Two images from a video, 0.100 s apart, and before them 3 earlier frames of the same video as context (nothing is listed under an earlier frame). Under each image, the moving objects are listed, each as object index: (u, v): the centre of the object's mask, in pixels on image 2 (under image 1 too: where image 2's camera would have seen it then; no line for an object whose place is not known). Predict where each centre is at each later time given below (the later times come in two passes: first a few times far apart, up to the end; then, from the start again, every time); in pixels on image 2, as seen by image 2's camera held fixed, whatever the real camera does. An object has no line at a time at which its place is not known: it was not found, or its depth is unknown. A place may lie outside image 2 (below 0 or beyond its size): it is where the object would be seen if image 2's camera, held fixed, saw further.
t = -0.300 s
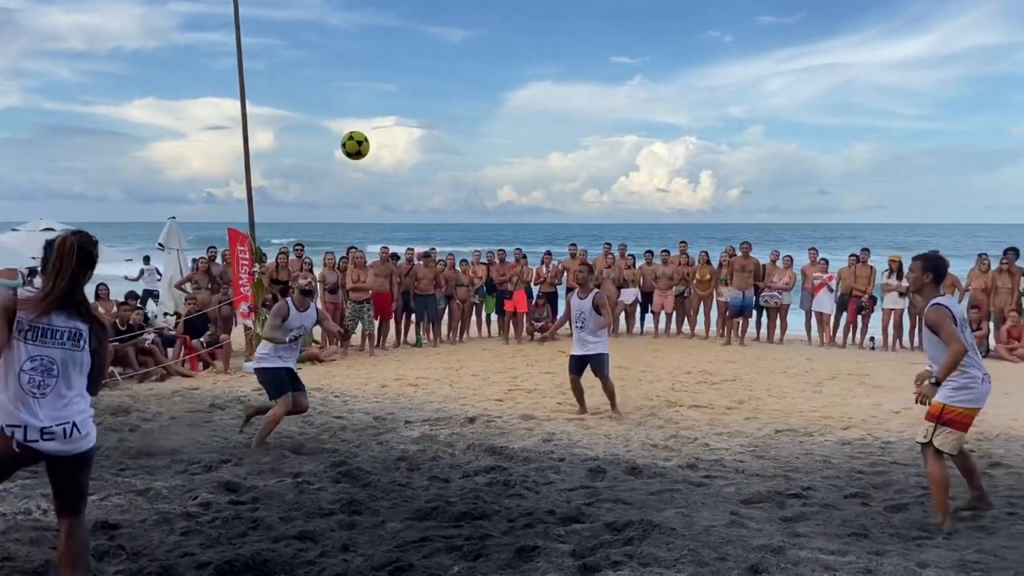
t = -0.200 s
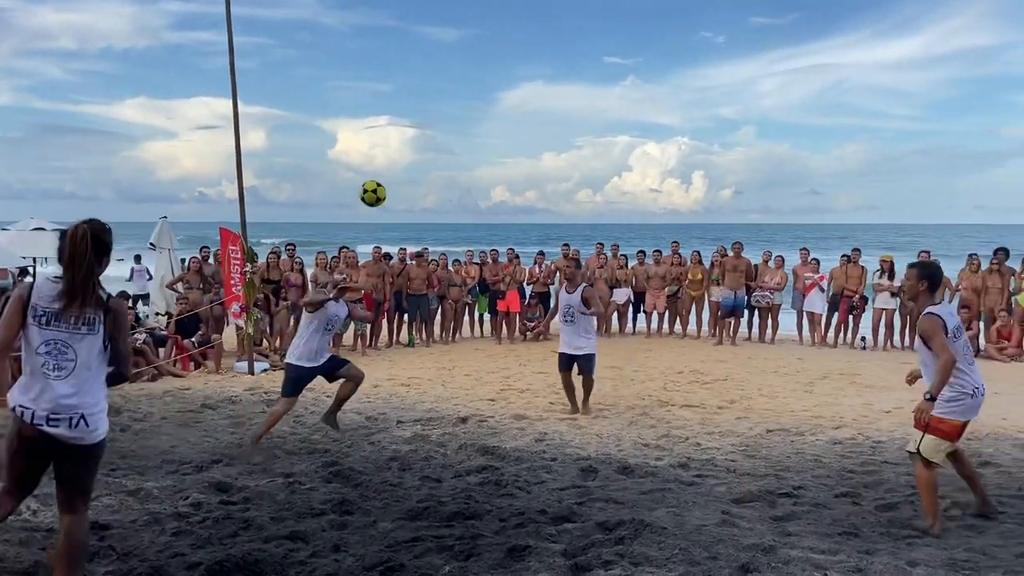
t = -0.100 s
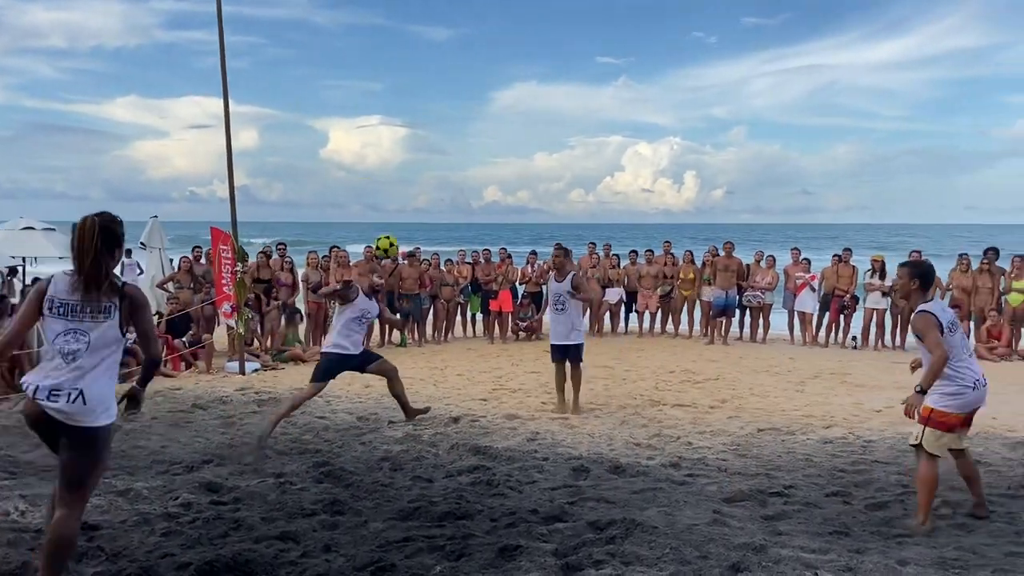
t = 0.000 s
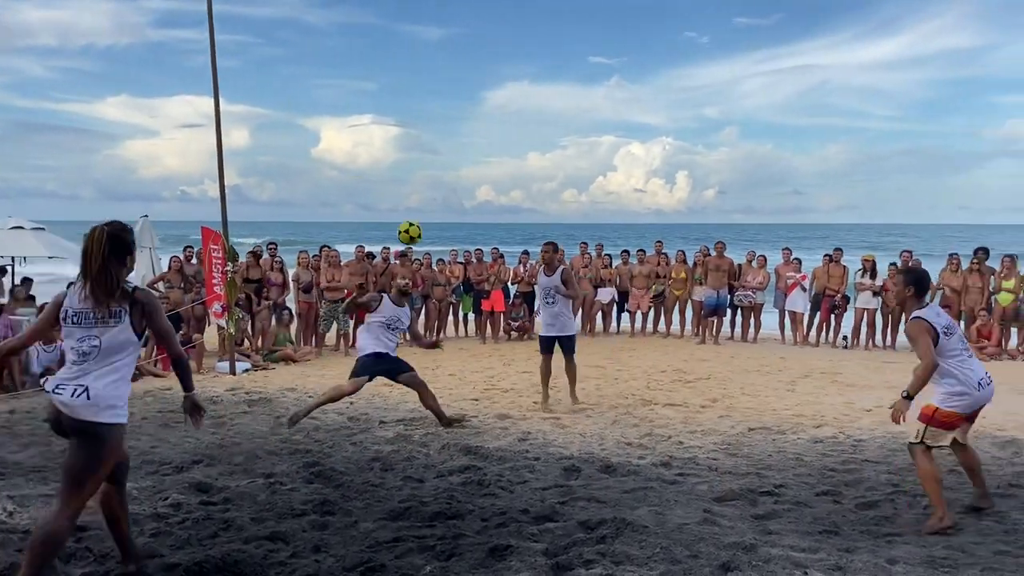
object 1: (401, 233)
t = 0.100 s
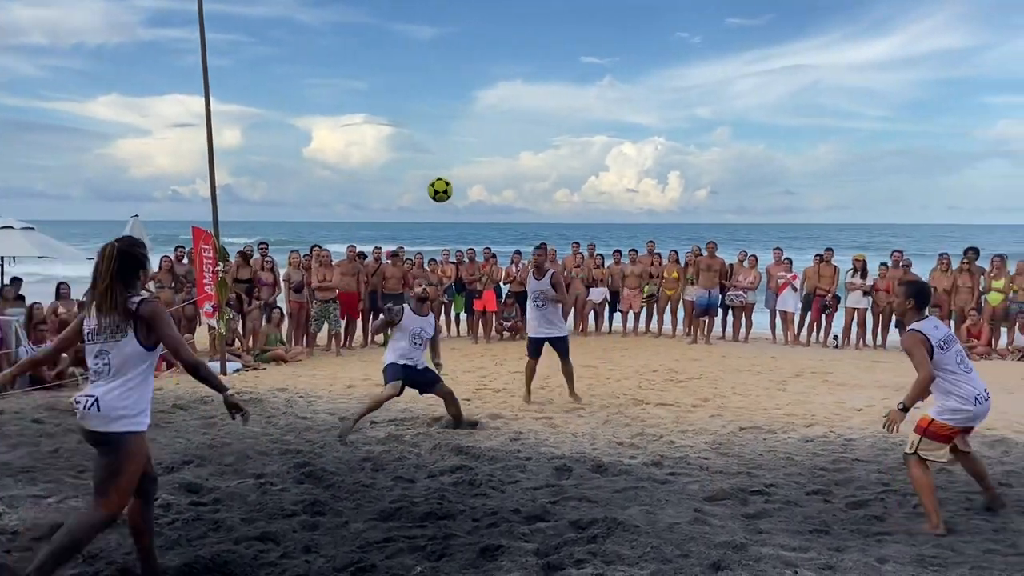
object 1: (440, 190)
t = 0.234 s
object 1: (491, 148)
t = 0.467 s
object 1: (585, 126)
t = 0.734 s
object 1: (694, 182)
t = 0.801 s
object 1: (721, 210)
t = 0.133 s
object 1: (452, 177)
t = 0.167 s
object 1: (465, 166)
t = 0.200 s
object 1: (478, 157)
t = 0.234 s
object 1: (491, 148)
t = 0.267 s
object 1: (505, 141)
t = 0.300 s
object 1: (518, 135)
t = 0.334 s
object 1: (532, 130)
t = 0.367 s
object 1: (544, 128)
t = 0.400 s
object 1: (558, 126)
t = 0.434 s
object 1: (571, 125)
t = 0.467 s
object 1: (585, 126)
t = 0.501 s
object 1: (598, 128)
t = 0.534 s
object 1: (612, 132)
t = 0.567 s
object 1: (626, 137)
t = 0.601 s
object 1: (640, 143)
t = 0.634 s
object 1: (653, 151)
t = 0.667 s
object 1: (667, 160)
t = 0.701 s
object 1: (680, 170)
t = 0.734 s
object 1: (694, 182)
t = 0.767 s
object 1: (708, 196)
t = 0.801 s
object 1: (721, 210)
